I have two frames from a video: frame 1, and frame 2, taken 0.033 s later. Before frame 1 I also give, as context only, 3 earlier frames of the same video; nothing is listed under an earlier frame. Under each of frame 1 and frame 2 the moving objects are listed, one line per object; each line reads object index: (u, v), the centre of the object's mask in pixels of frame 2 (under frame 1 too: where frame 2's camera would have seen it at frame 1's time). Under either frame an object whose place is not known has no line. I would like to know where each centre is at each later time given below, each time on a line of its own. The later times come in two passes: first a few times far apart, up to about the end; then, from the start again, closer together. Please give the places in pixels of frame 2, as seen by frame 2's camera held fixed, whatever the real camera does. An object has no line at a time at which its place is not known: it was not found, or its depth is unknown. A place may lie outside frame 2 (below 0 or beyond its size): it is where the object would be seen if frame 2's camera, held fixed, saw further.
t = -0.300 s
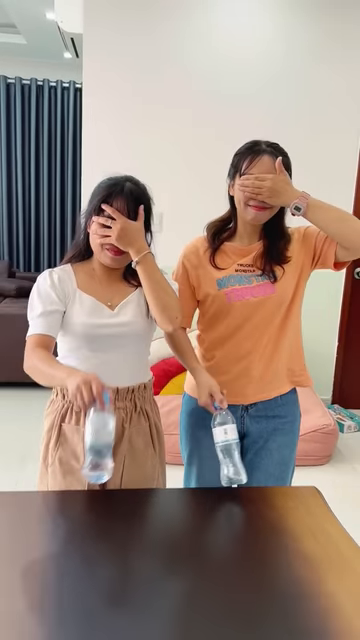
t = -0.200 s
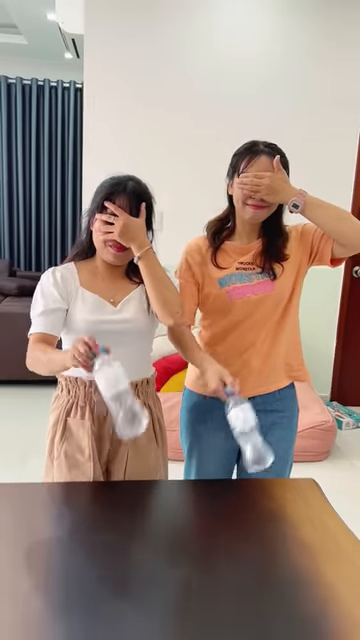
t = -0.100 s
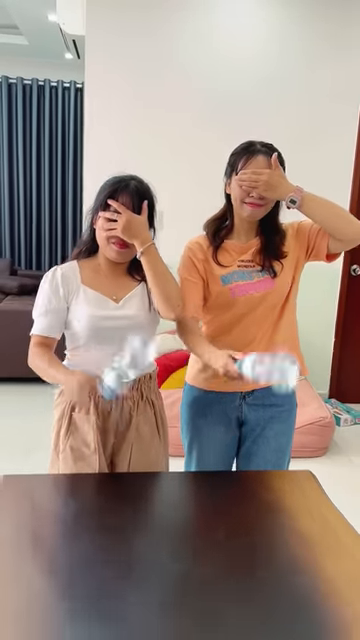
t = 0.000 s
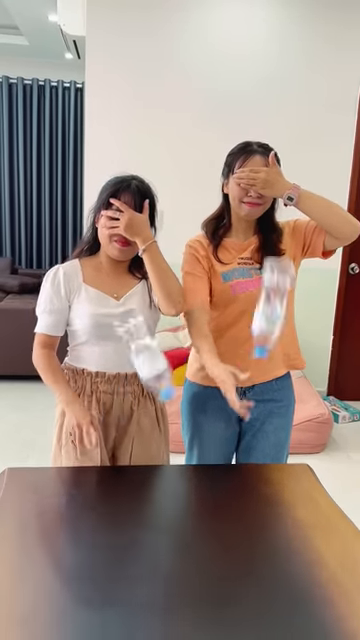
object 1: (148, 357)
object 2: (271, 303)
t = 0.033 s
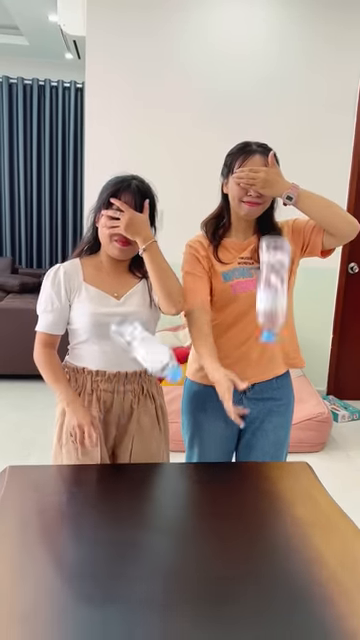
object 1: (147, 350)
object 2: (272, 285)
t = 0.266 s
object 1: (124, 488)
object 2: (257, 271)
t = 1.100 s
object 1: (122, 483)
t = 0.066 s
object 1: (146, 351)
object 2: (273, 270)
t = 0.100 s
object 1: (141, 359)
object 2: (274, 258)
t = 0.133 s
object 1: (137, 375)
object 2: (273, 249)
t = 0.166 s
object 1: (132, 397)
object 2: (270, 245)
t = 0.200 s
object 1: (129, 424)
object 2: (267, 248)
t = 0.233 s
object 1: (126, 456)
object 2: (263, 256)
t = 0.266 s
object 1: (124, 488)
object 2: (257, 271)
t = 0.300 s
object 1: (122, 487)
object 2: (251, 289)
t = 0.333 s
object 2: (246, 316)
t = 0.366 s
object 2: (240, 347)
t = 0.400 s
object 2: (233, 386)
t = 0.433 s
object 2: (227, 428)
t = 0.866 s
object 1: (123, 481)
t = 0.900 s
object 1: (123, 481)
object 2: (164, 592)
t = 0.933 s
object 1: (122, 482)
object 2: (159, 592)
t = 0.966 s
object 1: (122, 482)
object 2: (155, 593)
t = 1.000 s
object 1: (122, 482)
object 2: (151, 593)
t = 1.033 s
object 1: (122, 482)
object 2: (147, 593)
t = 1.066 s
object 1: (122, 483)
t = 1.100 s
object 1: (122, 483)
